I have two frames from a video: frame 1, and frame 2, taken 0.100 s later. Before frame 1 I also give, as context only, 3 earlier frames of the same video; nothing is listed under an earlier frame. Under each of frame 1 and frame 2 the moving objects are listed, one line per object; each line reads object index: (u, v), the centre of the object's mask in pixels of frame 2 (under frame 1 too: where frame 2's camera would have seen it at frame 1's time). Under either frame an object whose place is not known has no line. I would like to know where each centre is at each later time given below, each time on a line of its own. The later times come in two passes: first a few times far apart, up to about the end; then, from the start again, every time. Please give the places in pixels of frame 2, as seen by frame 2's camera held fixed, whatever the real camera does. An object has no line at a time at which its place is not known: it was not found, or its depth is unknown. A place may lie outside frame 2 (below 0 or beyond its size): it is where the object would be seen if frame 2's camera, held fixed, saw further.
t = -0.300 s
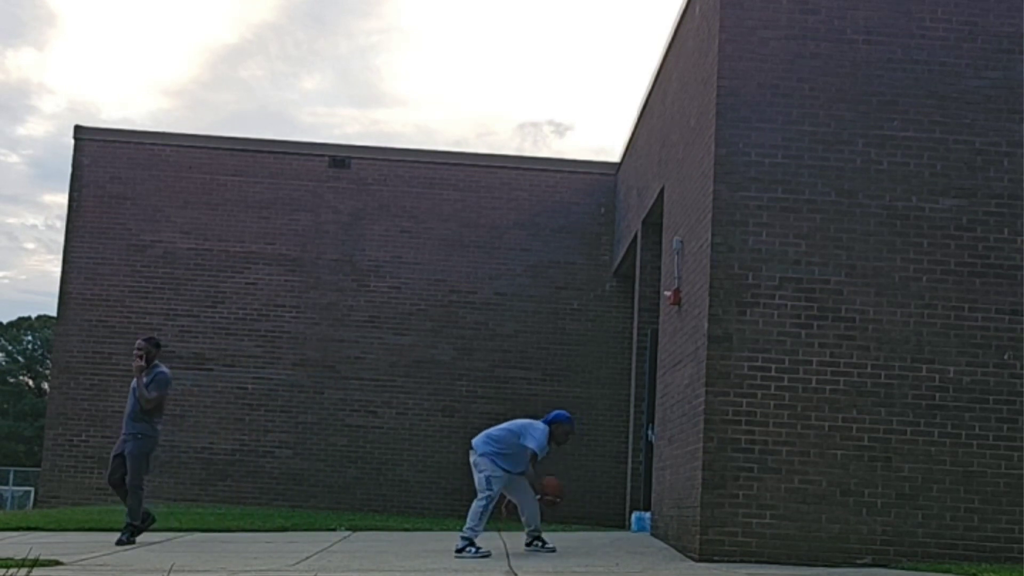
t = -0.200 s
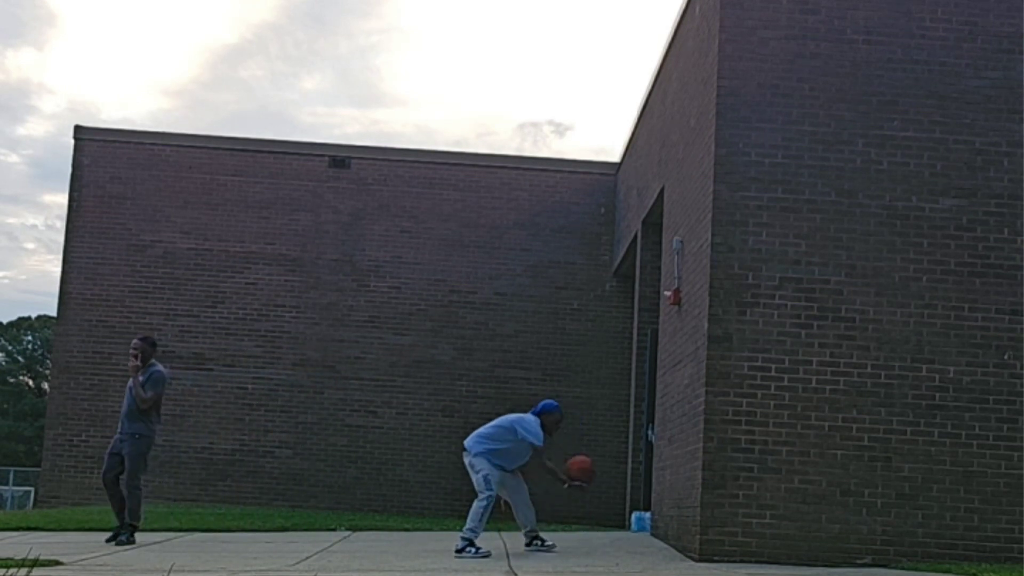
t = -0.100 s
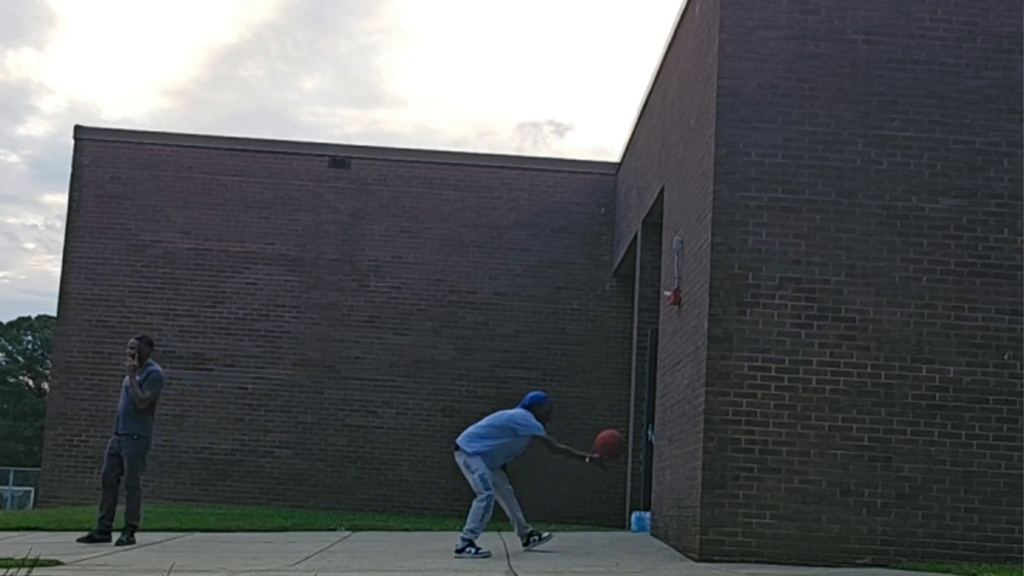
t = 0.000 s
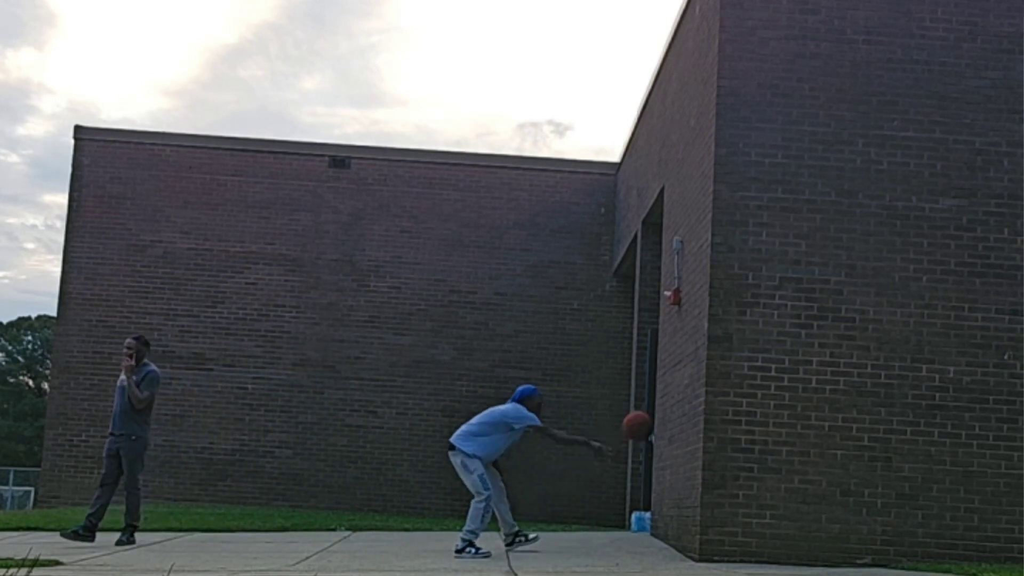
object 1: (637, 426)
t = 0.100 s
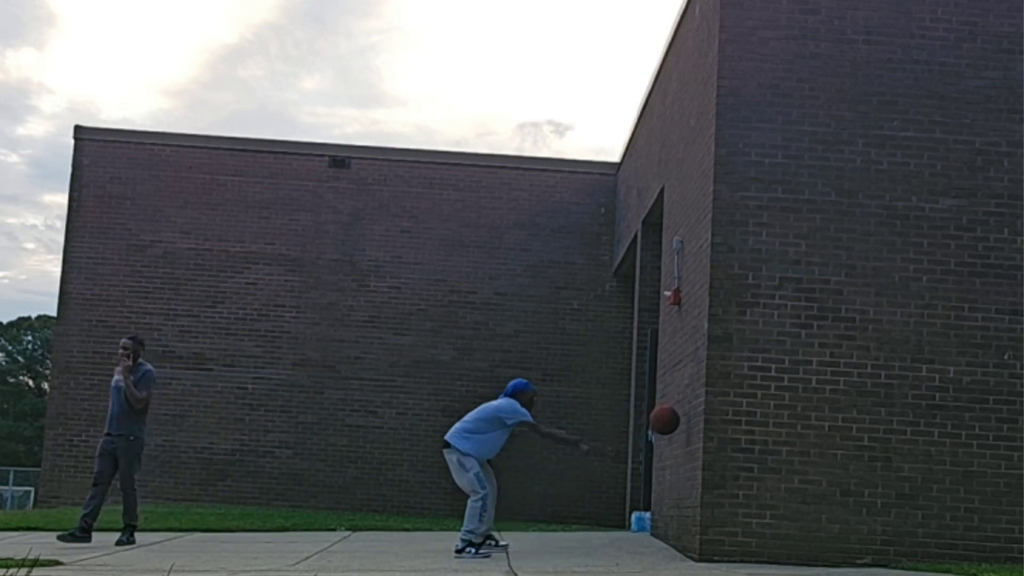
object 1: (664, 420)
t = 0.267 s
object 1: (643, 429)
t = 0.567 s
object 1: (570, 525)
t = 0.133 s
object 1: (674, 421)
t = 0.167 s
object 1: (668, 421)
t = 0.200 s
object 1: (660, 422)
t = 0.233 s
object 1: (651, 425)
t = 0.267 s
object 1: (643, 429)
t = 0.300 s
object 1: (636, 434)
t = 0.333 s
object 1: (627, 442)
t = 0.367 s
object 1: (619, 449)
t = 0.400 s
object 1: (611, 458)
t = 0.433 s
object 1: (603, 469)
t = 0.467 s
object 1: (594, 481)
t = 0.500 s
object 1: (586, 493)
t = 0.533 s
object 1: (578, 510)
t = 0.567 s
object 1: (570, 525)
